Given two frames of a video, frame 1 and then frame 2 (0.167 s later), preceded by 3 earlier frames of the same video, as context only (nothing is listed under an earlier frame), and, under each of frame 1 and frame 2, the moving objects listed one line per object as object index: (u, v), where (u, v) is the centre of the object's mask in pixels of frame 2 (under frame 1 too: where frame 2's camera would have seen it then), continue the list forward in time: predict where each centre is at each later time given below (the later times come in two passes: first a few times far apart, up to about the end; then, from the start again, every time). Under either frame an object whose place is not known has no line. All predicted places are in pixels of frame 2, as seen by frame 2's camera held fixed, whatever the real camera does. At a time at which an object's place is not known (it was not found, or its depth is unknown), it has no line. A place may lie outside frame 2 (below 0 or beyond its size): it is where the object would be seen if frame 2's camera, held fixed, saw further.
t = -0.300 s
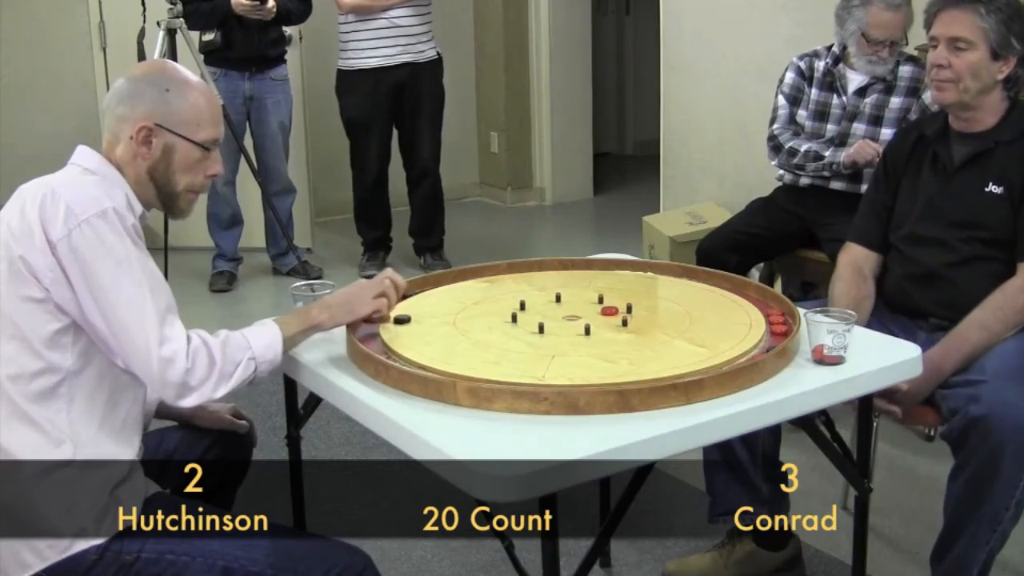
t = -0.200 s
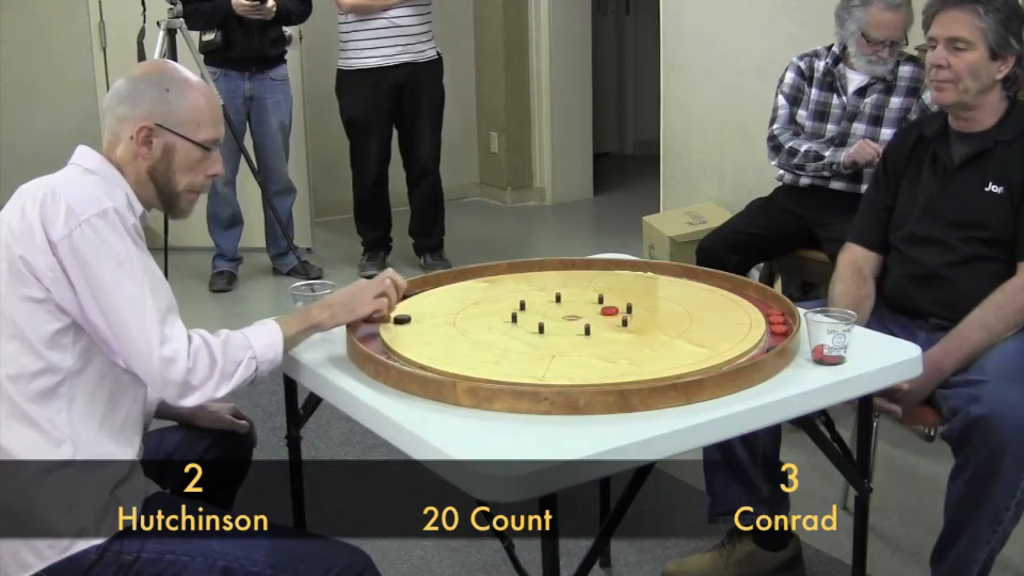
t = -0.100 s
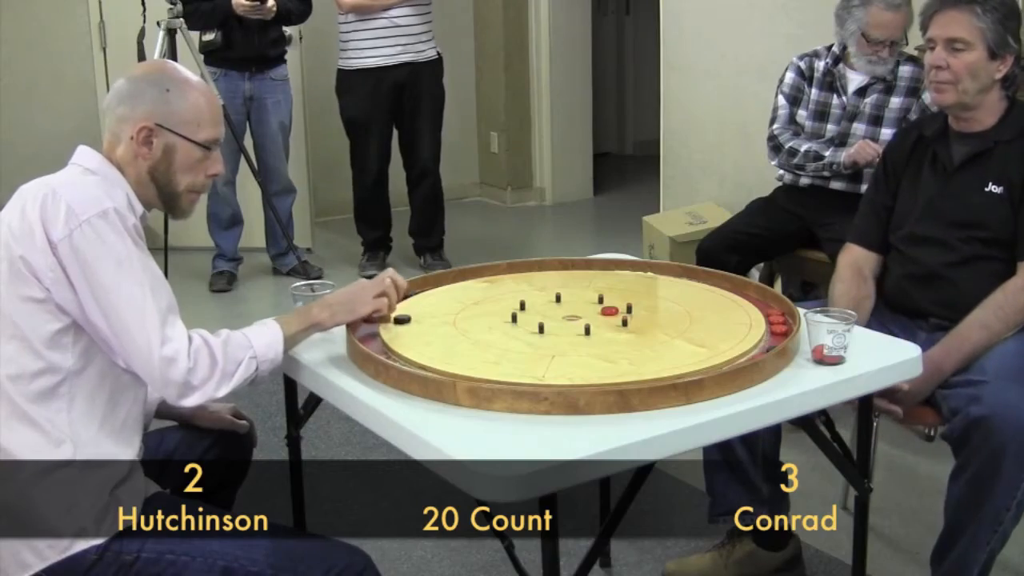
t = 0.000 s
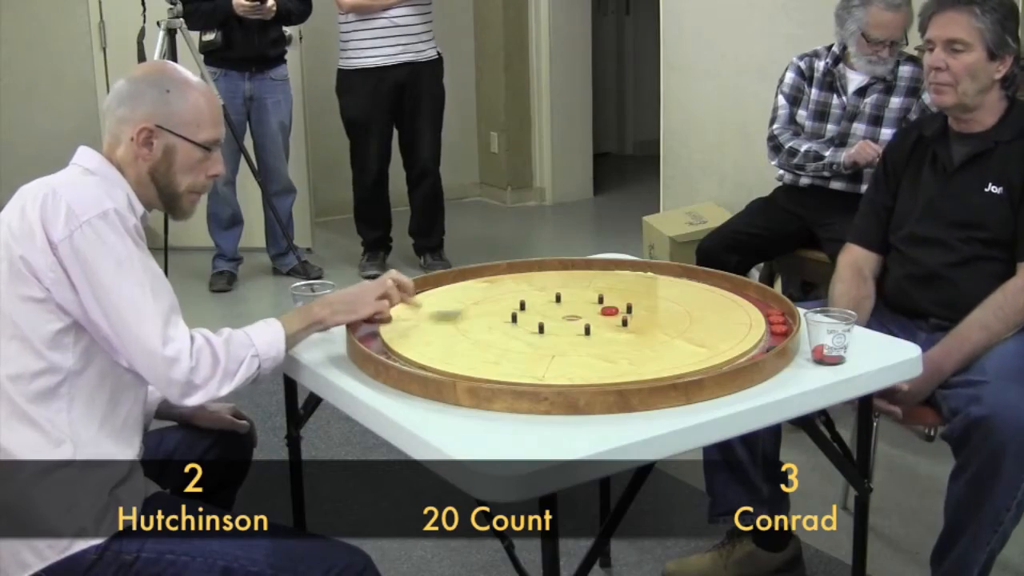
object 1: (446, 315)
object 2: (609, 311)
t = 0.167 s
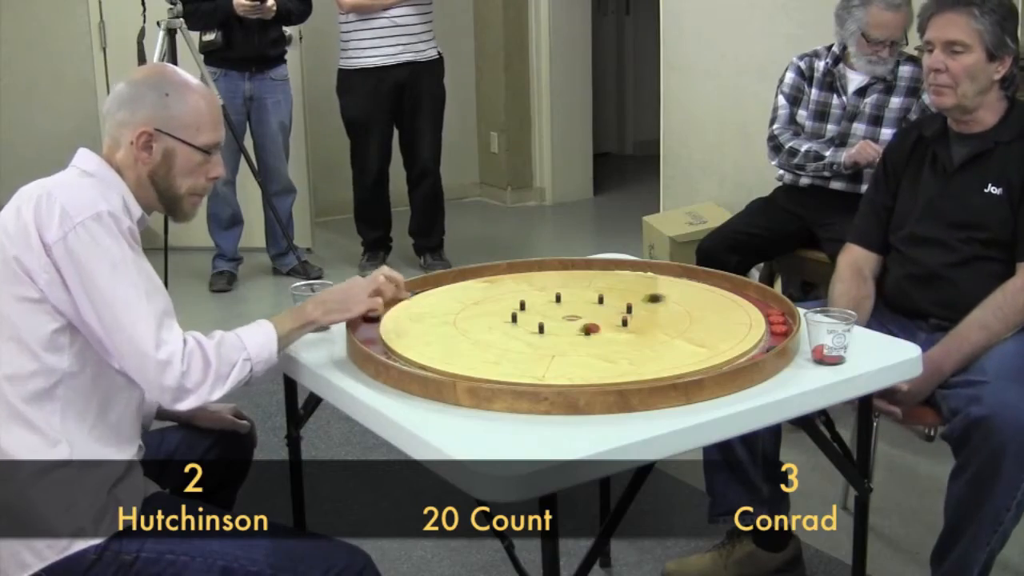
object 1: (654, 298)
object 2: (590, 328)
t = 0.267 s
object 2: (572, 311)
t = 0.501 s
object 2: (566, 317)
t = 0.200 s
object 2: (583, 322)
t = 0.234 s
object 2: (577, 317)
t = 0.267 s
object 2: (572, 311)
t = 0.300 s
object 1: (739, 290)
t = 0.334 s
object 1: (741, 293)
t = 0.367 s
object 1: (747, 294)
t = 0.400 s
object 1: (747, 295)
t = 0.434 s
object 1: (746, 296)
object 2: (562, 312)
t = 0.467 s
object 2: (564, 314)
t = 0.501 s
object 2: (566, 317)
